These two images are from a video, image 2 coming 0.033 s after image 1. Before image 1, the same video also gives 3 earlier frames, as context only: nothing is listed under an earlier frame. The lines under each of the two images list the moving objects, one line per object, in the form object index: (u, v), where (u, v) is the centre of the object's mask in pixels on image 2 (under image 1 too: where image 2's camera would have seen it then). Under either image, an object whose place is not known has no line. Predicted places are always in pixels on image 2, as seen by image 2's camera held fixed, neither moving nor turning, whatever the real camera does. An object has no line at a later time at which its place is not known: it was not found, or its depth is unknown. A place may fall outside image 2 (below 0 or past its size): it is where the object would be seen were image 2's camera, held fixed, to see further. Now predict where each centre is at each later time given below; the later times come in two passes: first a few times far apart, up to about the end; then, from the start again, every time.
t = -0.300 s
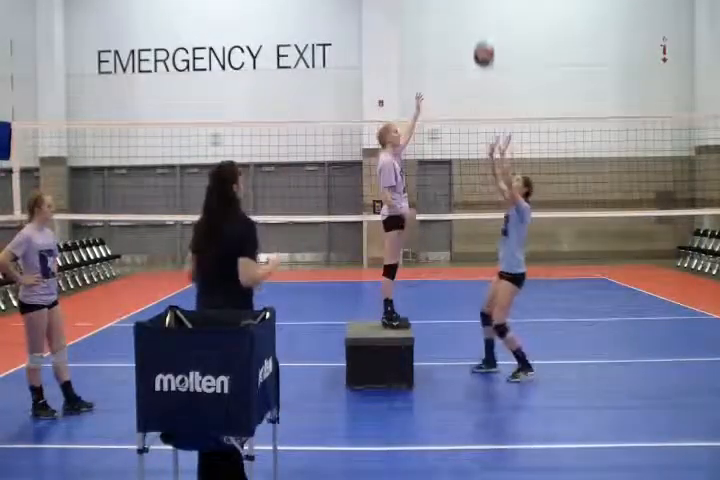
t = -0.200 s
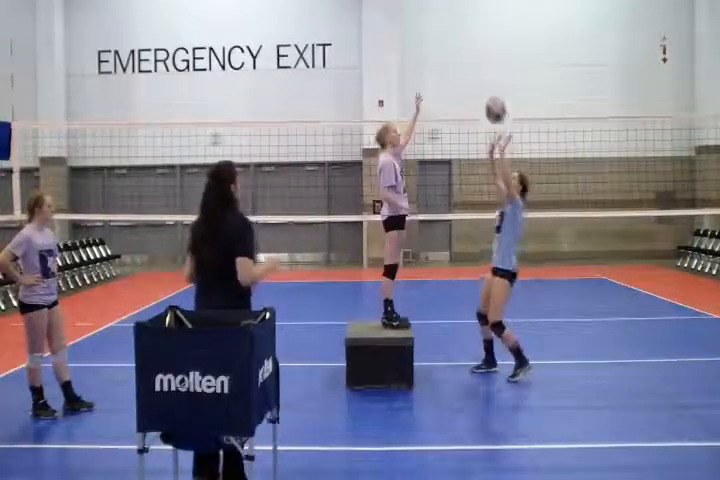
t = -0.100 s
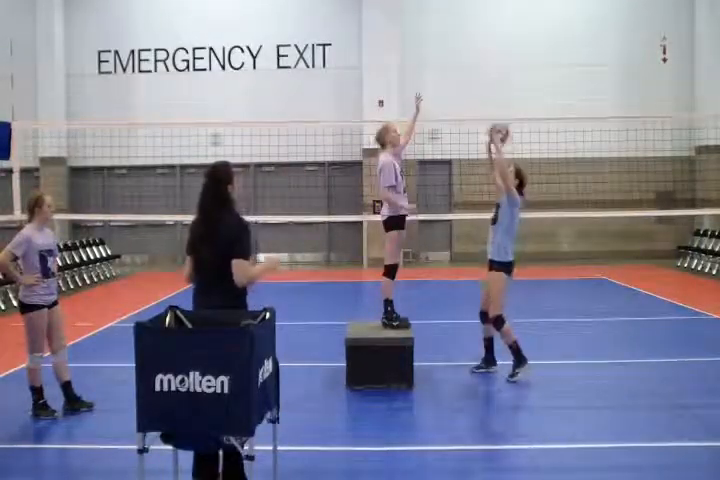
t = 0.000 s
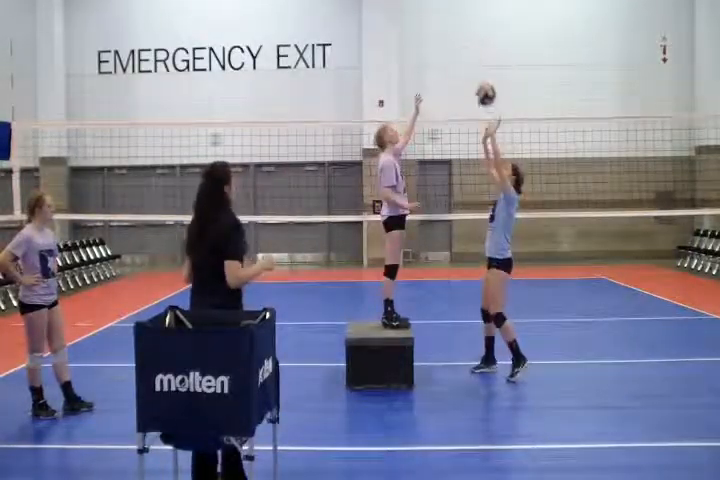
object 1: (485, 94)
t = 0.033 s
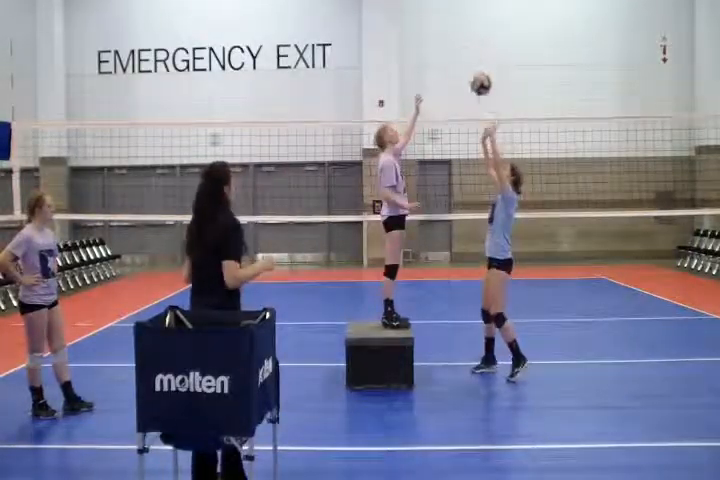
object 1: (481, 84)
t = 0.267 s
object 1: (450, 47)
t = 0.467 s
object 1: (425, 65)
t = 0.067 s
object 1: (476, 75)
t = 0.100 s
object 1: (471, 66)
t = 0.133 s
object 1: (467, 60)
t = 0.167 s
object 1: (463, 55)
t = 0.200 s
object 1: (458, 51)
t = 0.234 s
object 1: (454, 48)
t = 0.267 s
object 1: (450, 47)
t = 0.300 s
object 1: (446, 47)
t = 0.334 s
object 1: (442, 48)
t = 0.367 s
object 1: (437, 51)
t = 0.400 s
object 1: (433, 54)
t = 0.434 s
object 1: (429, 59)
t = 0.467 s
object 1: (425, 65)
